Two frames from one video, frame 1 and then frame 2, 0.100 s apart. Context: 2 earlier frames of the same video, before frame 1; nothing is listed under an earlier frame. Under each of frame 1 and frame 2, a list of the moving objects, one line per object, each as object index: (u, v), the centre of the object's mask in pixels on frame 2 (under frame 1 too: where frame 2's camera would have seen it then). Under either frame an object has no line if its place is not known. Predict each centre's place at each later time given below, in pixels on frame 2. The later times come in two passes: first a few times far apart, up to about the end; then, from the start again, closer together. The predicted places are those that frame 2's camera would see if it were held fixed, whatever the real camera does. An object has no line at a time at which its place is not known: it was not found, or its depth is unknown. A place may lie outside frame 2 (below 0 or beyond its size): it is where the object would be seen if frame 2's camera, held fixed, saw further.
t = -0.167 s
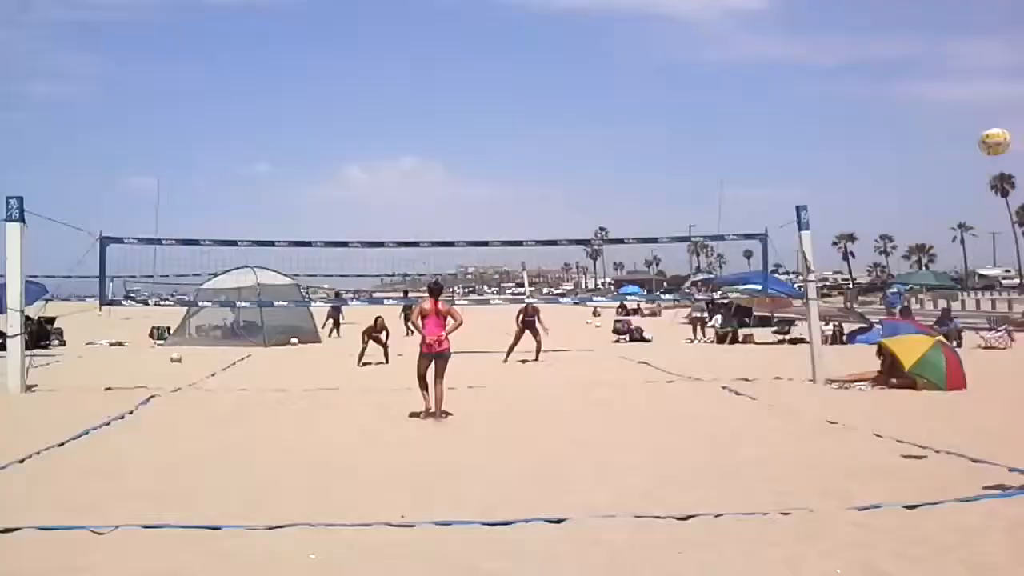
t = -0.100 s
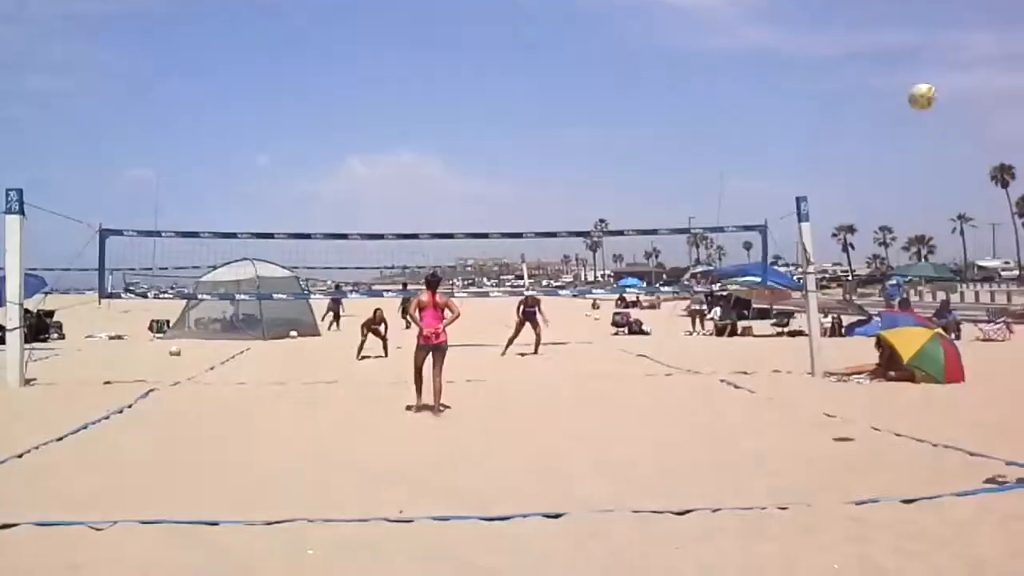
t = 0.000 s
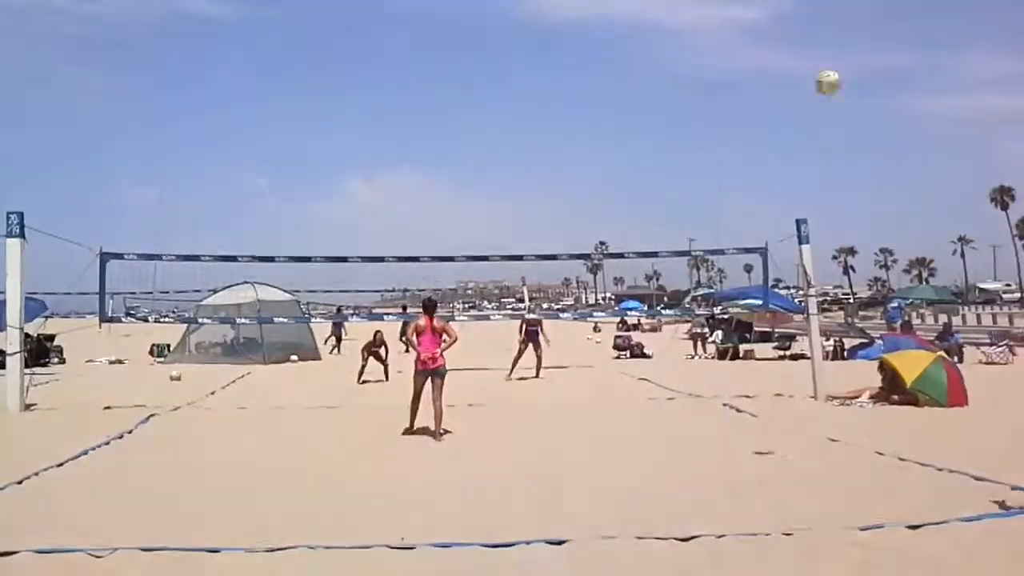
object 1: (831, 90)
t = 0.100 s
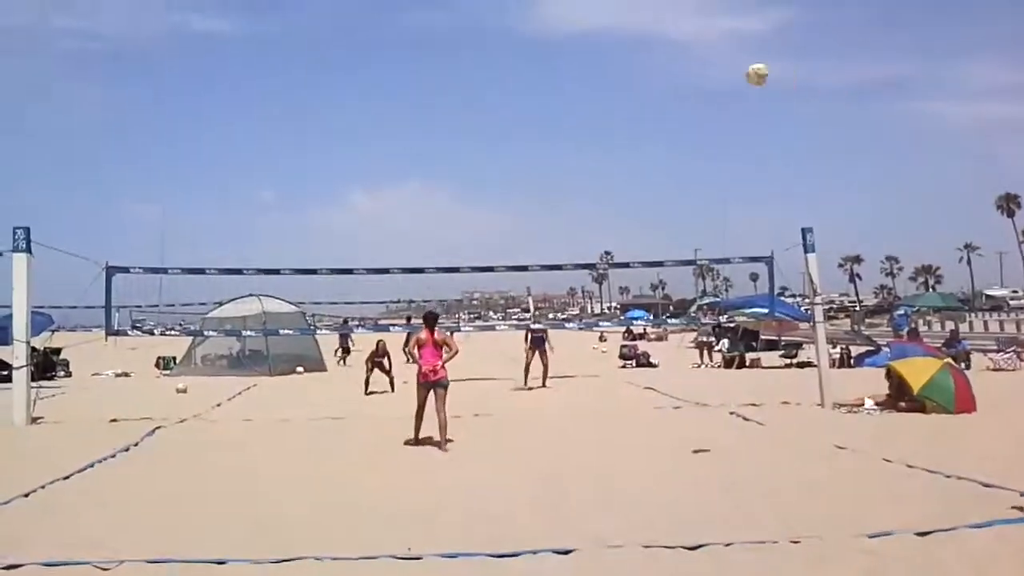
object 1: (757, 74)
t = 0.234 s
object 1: (674, 70)
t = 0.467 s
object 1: (568, 94)
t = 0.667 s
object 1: (501, 138)
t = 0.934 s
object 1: (434, 218)
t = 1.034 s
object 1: (413, 255)
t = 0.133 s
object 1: (734, 70)
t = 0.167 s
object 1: (714, 70)
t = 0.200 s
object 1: (694, 69)
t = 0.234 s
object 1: (674, 70)
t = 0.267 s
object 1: (657, 71)
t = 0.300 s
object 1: (642, 74)
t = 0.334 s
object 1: (626, 75)
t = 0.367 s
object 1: (610, 79)
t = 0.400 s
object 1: (596, 83)
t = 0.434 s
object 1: (583, 89)
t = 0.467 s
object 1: (568, 94)
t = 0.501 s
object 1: (556, 100)
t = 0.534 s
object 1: (545, 107)
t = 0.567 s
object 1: (534, 113)
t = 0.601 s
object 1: (522, 121)
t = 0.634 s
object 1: (512, 130)
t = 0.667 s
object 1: (501, 138)
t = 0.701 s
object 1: (492, 147)
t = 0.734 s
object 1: (483, 155)
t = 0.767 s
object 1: (475, 165)
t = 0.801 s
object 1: (465, 175)
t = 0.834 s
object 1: (457, 185)
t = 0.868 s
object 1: (449, 196)
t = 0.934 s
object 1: (434, 218)
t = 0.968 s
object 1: (426, 231)
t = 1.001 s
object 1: (419, 243)
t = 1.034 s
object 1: (413, 255)
